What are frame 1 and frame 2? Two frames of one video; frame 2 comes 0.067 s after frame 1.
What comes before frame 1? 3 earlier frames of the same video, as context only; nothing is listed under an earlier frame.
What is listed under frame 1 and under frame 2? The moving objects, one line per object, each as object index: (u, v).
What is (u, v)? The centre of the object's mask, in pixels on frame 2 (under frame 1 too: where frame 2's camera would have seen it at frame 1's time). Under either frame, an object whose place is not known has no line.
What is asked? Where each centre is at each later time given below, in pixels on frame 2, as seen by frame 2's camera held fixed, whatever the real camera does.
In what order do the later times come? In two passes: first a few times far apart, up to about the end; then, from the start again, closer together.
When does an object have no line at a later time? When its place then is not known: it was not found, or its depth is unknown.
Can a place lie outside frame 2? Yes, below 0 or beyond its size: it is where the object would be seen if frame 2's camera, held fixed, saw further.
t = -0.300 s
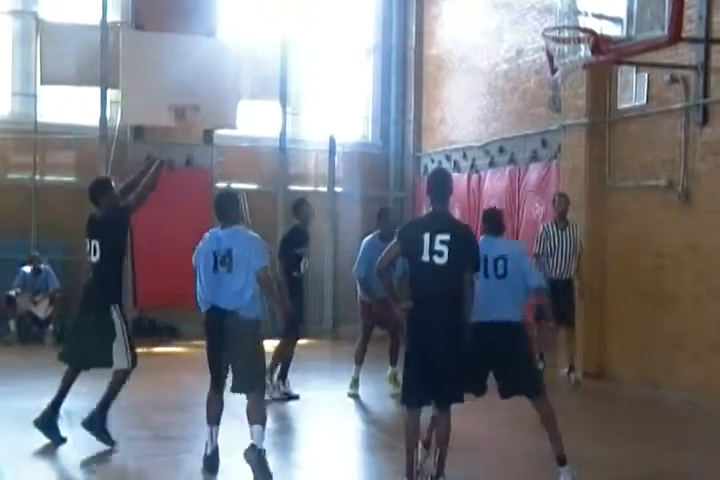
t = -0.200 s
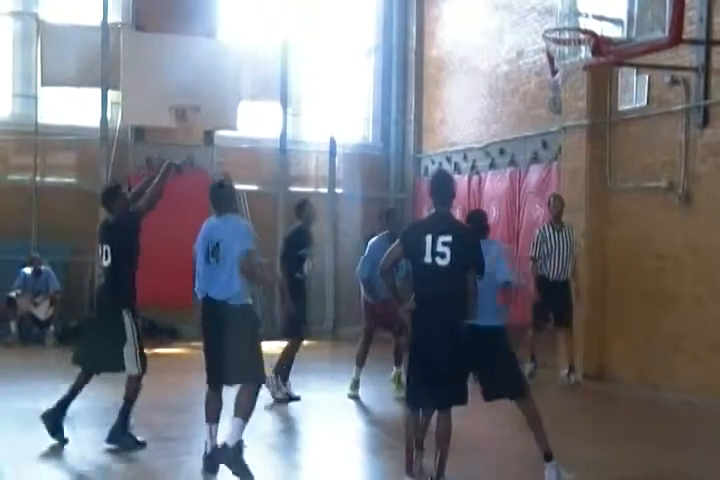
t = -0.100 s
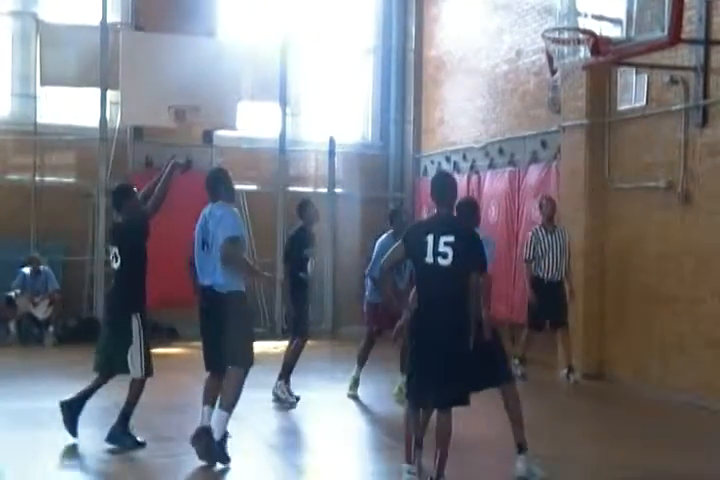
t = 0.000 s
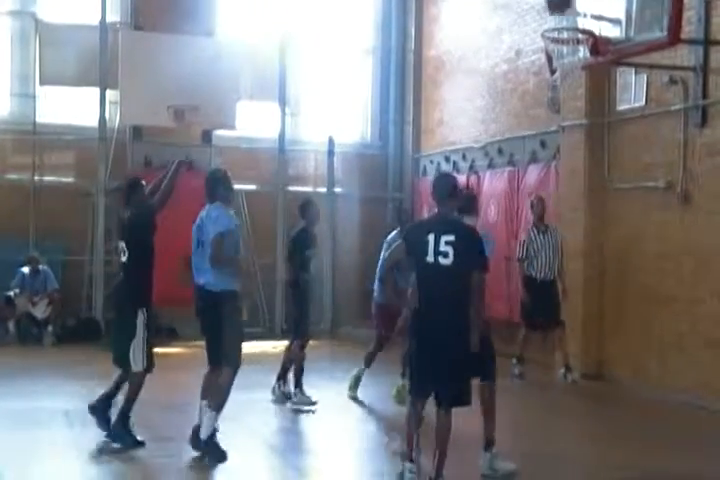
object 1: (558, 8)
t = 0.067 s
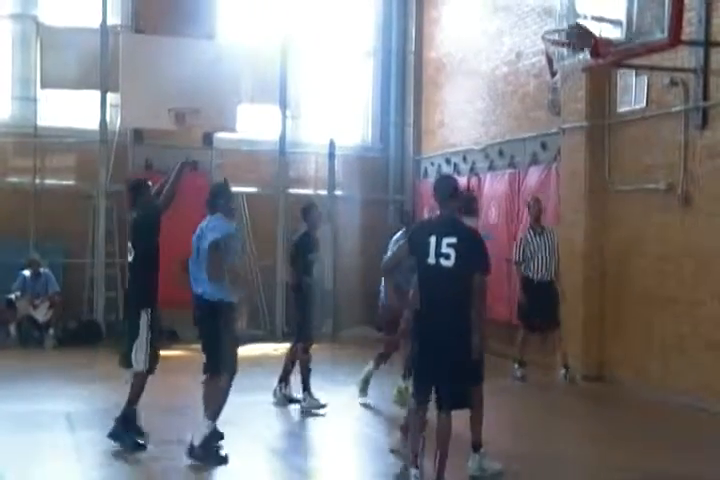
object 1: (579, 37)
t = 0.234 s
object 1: (539, 49)
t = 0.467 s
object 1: (544, 62)
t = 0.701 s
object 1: (570, 124)
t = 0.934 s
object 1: (597, 243)
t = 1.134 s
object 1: (621, 392)
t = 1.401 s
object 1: (646, 279)
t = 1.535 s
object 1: (657, 241)
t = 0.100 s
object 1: (565, 46)
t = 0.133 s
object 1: (552, 53)
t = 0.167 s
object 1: (545, 55)
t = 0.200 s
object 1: (541, 52)
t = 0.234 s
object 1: (539, 49)
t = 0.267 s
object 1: (539, 46)
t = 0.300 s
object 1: (539, 46)
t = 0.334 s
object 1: (538, 46)
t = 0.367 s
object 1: (538, 48)
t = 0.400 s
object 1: (540, 51)
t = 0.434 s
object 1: (542, 56)
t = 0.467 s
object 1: (544, 62)
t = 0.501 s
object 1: (546, 68)
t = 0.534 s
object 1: (549, 77)
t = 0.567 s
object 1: (553, 84)
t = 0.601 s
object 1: (558, 96)
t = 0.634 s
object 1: (561, 103)
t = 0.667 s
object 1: (566, 113)
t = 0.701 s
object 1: (570, 124)
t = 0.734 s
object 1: (574, 137)
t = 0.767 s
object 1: (578, 152)
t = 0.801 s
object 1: (583, 167)
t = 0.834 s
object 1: (587, 183)
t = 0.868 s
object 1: (591, 203)
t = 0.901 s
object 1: (595, 222)
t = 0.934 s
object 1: (597, 243)
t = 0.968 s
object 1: (602, 263)
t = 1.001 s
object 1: (605, 287)
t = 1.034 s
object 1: (611, 311)
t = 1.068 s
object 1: (614, 338)
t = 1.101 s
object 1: (618, 367)
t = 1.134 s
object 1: (621, 392)
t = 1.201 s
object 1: (628, 385)
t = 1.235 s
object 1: (631, 365)
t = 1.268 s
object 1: (633, 342)
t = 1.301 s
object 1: (635, 324)
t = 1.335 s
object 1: (639, 307)
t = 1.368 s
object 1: (643, 293)
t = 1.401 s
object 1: (646, 279)
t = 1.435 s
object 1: (649, 267)
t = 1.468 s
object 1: (652, 258)
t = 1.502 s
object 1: (654, 249)
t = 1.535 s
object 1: (657, 241)
